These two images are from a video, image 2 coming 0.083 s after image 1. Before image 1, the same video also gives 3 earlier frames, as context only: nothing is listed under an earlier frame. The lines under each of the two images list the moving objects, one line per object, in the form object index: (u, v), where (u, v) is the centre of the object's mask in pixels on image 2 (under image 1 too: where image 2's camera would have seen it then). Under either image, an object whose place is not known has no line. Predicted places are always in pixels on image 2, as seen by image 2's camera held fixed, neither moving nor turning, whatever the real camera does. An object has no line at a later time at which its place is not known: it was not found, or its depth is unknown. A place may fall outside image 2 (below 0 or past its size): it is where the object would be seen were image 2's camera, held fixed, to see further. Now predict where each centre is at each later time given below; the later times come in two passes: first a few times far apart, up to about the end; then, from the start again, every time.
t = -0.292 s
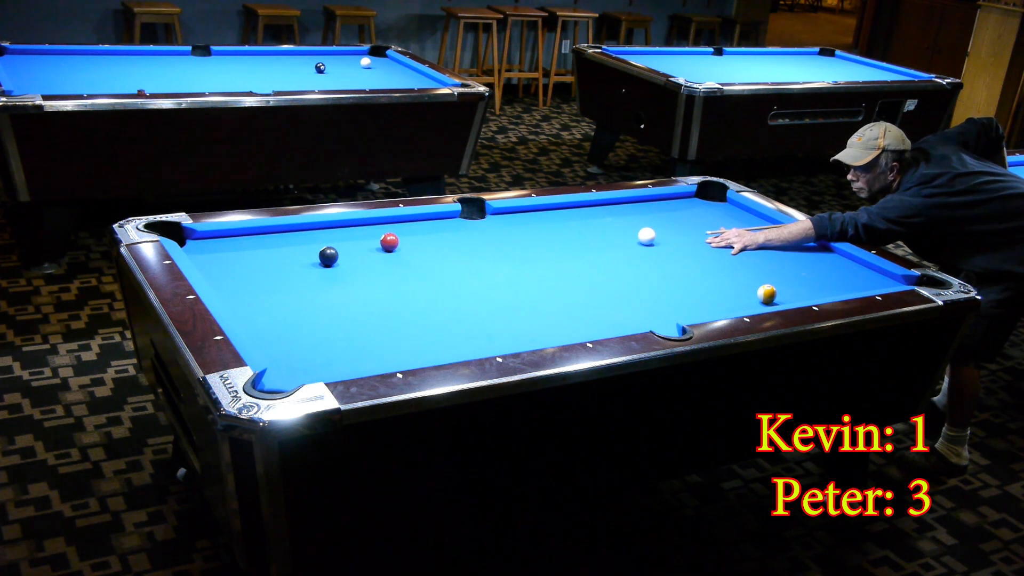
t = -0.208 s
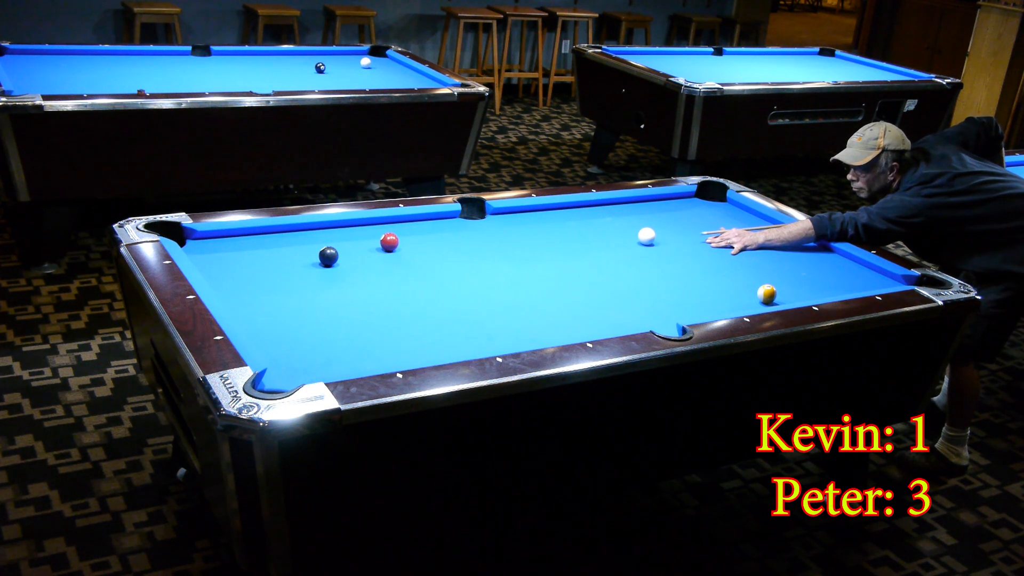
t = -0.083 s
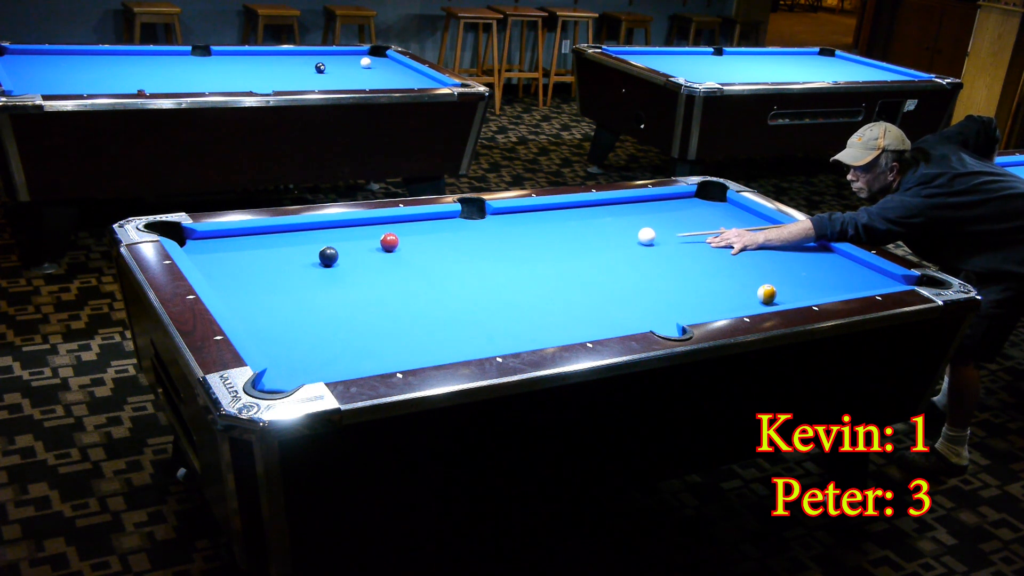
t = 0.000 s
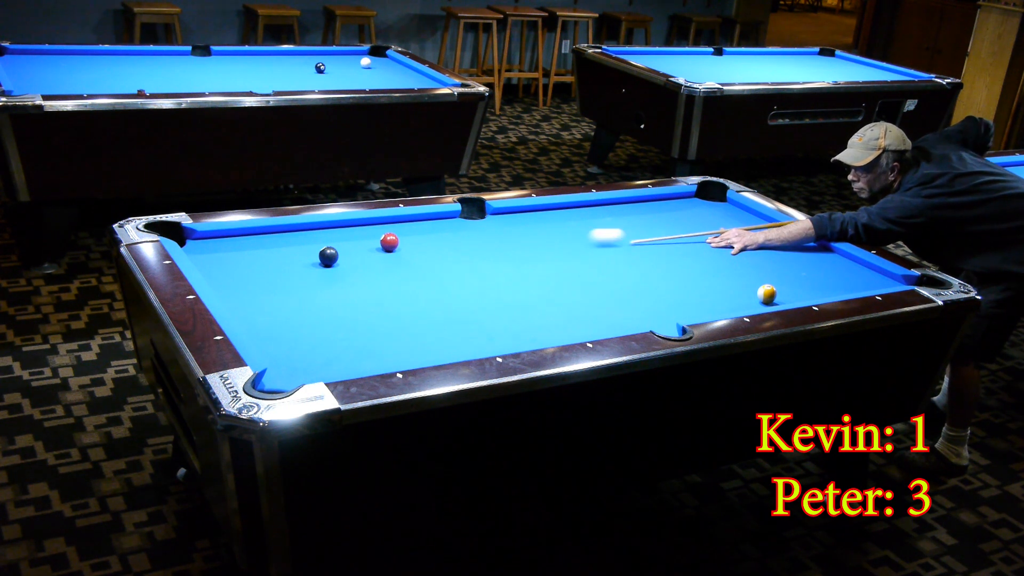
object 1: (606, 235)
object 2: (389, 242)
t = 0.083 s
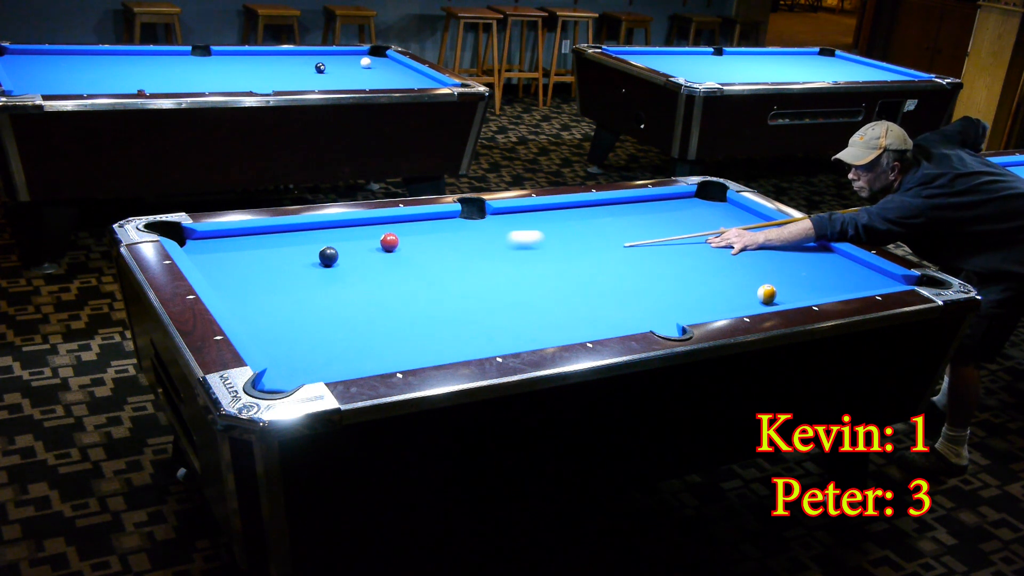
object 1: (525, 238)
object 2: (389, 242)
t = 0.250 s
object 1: (408, 243)
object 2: (345, 240)
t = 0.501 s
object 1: (414, 247)
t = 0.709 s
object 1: (419, 250)
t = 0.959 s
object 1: (425, 253)
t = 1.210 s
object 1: (430, 255)
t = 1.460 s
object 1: (433, 257)
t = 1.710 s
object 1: (436, 258)
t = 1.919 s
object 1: (437, 259)
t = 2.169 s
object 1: (438, 259)
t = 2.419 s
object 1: (438, 259)
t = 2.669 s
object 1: (438, 259)
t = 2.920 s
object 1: (438, 259)
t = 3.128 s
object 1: (438, 259)
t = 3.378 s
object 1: (438, 259)
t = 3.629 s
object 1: (438, 259)
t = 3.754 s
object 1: (438, 259)
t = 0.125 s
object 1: (484, 239)
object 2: (389, 242)
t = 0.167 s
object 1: (443, 240)
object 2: (389, 242)
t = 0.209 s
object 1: (409, 242)
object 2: (384, 241)
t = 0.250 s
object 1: (408, 243)
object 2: (345, 240)
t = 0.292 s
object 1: (408, 244)
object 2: (305, 239)
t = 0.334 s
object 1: (410, 245)
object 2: (266, 239)
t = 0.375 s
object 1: (411, 245)
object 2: (228, 238)
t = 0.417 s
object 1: (412, 246)
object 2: (189, 239)
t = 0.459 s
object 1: (413, 247)
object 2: (166, 234)
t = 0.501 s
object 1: (414, 247)
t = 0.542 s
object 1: (415, 248)
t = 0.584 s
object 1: (416, 249)
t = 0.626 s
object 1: (417, 249)
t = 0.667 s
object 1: (418, 250)
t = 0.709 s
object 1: (419, 250)
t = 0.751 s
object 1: (420, 251)
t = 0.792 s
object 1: (421, 251)
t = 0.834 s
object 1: (422, 252)
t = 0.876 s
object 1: (423, 252)
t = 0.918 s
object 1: (424, 252)
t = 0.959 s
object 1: (425, 253)
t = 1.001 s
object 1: (426, 253)
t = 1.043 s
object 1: (427, 254)
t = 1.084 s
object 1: (428, 254)
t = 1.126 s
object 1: (428, 254)
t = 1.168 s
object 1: (429, 255)
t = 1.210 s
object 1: (430, 255)
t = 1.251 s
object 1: (431, 255)
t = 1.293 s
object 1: (431, 256)
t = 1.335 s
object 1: (432, 256)
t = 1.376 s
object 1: (432, 256)
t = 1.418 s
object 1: (433, 256)
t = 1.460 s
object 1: (433, 257)
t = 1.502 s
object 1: (434, 257)
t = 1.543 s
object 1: (435, 257)
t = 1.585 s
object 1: (435, 257)
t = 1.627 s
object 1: (435, 257)
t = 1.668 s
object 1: (436, 258)
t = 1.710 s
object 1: (436, 258)
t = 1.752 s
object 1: (436, 258)
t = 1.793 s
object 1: (437, 258)
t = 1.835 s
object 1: (437, 258)
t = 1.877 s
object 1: (437, 258)
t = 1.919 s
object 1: (437, 259)
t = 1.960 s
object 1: (438, 259)
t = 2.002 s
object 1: (438, 259)
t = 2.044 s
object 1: (438, 259)
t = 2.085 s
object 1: (438, 259)
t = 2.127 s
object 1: (438, 259)
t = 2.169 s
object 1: (438, 259)
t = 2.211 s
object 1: (438, 259)
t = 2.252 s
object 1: (439, 259)
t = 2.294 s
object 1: (438, 259)
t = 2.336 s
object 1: (438, 259)
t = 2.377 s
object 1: (439, 259)
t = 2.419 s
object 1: (438, 259)
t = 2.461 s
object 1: (438, 259)
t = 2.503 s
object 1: (438, 259)
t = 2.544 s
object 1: (438, 259)
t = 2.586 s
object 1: (438, 259)
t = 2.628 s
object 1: (438, 259)
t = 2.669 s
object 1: (438, 259)
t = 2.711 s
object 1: (438, 259)
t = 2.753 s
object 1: (438, 259)
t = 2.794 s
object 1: (438, 259)
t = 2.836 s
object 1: (438, 259)
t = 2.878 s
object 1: (438, 259)
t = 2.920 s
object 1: (438, 259)
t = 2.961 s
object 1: (438, 259)
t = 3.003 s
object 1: (438, 259)
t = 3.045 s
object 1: (438, 259)
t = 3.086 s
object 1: (438, 259)
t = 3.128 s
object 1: (438, 259)
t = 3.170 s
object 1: (438, 259)
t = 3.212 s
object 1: (438, 259)
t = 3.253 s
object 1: (438, 259)
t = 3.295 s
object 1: (438, 259)
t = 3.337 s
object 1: (438, 259)
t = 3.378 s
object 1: (438, 259)
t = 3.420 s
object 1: (438, 259)
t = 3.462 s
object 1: (438, 259)
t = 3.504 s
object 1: (438, 259)
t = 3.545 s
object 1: (438, 259)
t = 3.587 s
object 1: (438, 259)
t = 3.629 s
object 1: (438, 259)
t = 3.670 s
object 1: (438, 259)
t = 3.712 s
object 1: (438, 259)
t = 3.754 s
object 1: (438, 259)
